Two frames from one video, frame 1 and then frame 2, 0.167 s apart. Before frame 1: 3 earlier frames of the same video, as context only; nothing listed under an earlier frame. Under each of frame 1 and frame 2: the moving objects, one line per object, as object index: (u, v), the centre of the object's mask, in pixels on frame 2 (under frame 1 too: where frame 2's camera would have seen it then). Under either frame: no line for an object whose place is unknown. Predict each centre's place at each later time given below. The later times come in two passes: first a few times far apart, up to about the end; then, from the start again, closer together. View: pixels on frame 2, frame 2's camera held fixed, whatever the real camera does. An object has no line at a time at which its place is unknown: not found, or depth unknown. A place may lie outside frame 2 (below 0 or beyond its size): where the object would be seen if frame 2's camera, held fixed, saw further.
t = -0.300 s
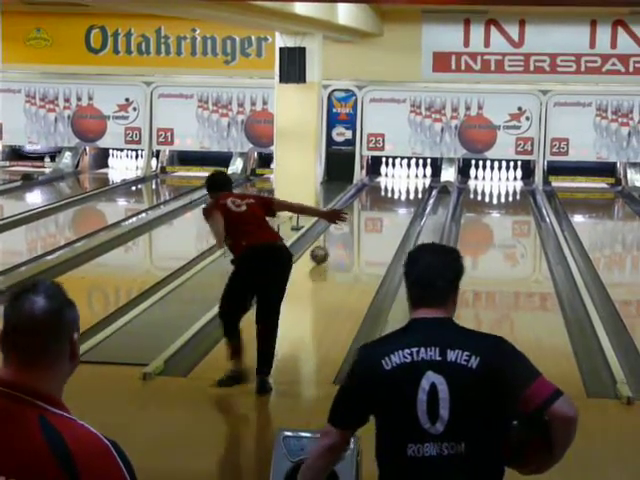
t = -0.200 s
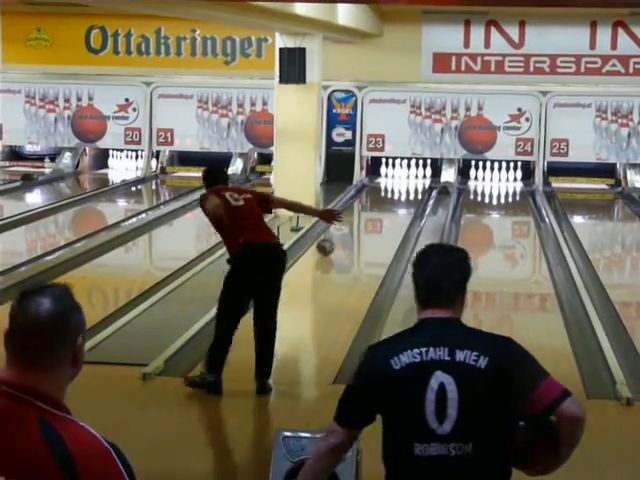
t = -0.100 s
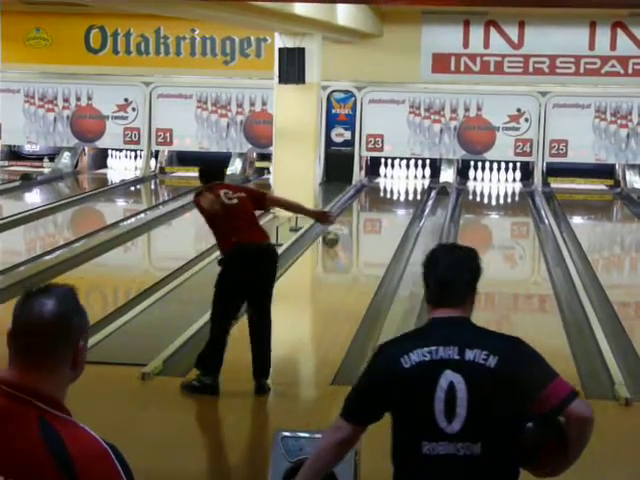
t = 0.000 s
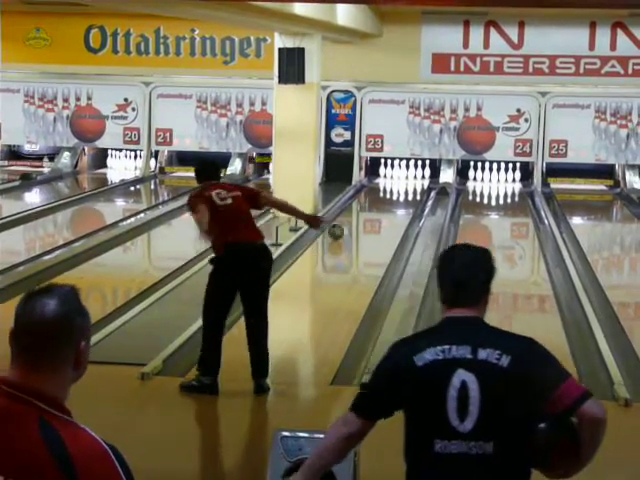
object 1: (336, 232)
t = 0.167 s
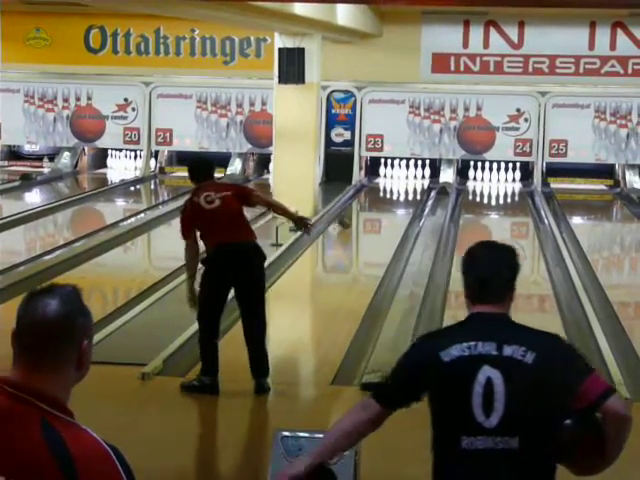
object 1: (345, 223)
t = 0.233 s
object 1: (348, 219)
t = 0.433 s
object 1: (357, 207)
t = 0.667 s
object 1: (367, 198)
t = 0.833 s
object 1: (376, 191)
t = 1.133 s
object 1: (390, 182)
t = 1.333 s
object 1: (398, 177)
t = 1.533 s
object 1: (410, 173)
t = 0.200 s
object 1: (347, 221)
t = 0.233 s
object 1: (348, 219)
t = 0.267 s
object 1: (349, 217)
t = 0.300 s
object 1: (351, 214)
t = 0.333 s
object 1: (353, 211)
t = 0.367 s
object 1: (354, 209)
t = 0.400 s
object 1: (356, 208)
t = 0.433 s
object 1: (357, 207)
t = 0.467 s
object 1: (359, 205)
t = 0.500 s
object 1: (361, 203)
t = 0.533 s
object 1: (361, 203)
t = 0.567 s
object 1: (363, 203)
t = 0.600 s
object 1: (365, 202)
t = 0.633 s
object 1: (366, 200)
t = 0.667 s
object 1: (367, 198)
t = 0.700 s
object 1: (369, 202)
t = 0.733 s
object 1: (369, 195)
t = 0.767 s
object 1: (371, 198)
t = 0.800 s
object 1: (372, 196)
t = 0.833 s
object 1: (376, 191)
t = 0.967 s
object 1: (382, 185)
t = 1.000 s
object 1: (383, 184)
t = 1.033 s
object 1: (385, 185)
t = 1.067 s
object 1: (387, 183)
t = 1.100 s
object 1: (389, 182)
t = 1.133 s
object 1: (390, 182)
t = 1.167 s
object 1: (392, 180)
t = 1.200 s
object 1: (394, 179)
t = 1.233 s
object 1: (395, 179)
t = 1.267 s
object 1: (396, 177)
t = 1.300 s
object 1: (397, 177)
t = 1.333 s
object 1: (398, 177)
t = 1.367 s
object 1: (401, 177)
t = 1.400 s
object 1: (402, 175)
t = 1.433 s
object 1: (403, 174)
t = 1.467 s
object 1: (406, 174)
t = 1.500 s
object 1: (409, 173)
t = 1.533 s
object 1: (410, 173)
